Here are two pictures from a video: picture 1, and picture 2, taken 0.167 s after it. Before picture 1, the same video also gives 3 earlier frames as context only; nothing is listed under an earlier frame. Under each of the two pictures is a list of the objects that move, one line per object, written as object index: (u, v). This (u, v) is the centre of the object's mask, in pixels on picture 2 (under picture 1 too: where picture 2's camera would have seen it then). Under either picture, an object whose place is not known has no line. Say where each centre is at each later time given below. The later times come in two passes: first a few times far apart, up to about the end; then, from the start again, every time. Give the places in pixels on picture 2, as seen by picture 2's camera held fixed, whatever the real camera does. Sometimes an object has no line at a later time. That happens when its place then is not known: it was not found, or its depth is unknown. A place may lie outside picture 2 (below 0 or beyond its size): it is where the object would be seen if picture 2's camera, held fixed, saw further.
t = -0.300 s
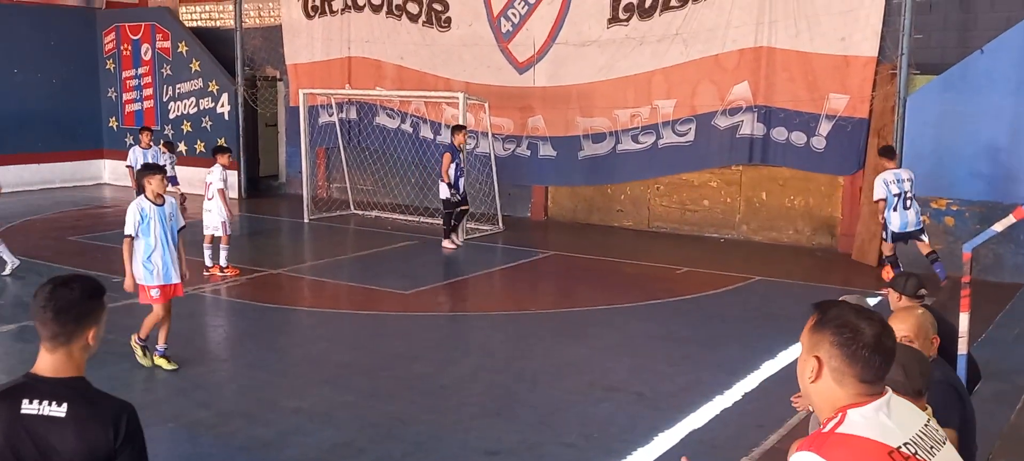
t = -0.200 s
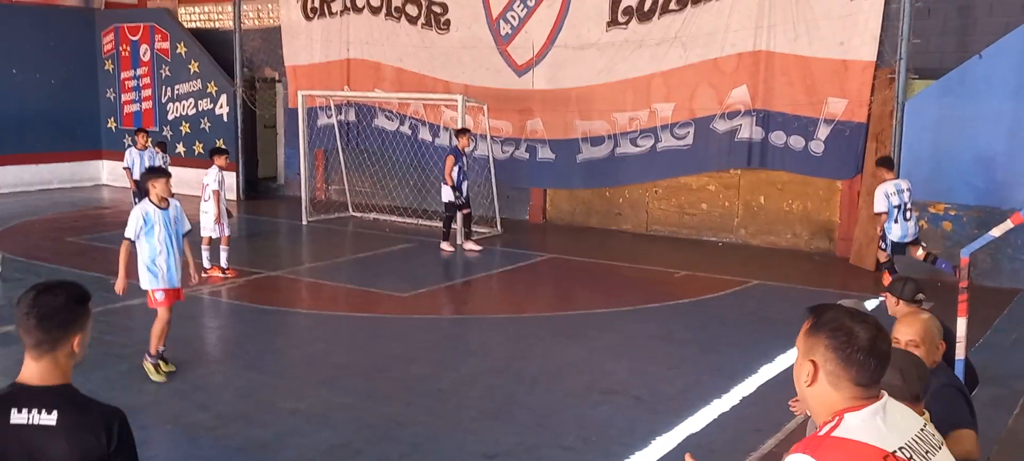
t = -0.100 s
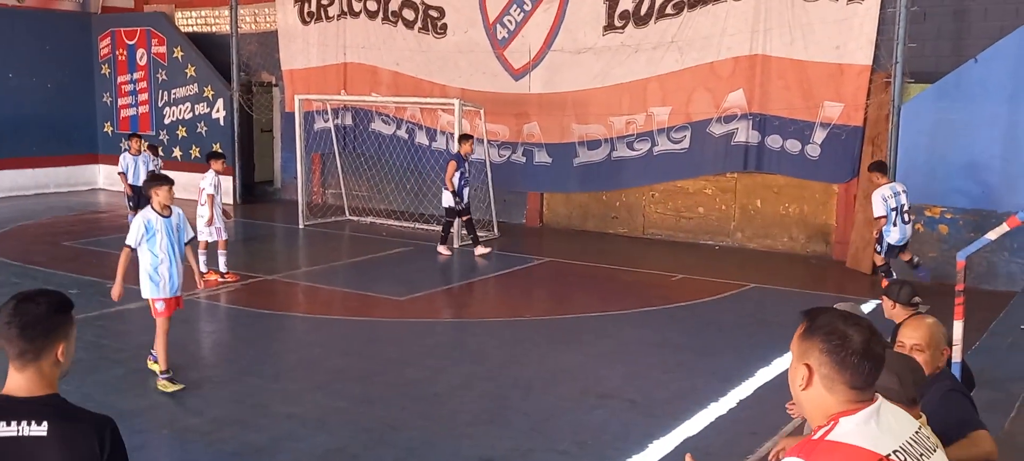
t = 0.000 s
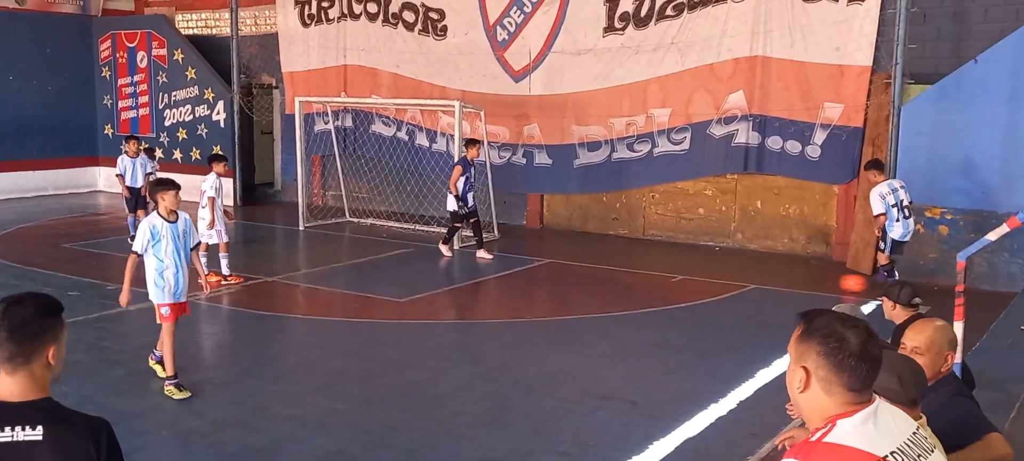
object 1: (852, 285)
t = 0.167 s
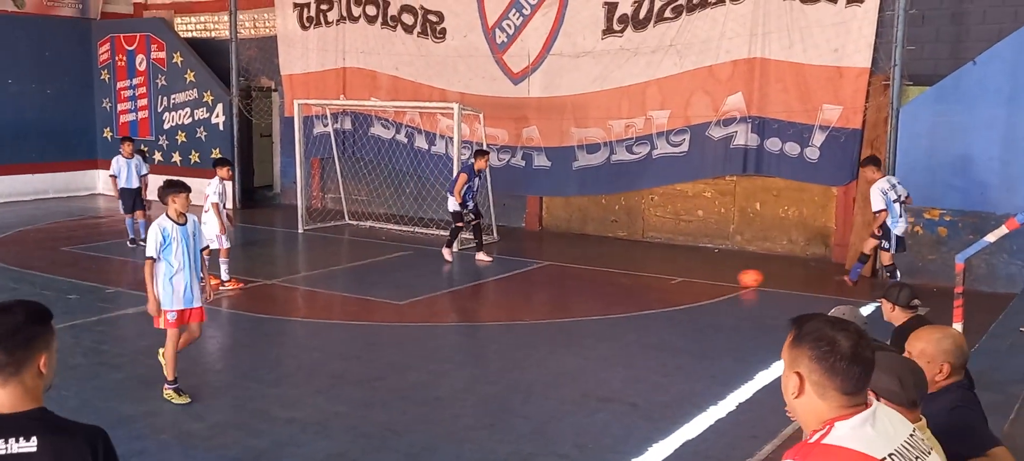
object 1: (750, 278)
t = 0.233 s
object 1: (716, 277)
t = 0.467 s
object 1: (615, 270)
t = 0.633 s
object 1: (551, 266)
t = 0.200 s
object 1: (733, 277)
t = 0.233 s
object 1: (716, 277)
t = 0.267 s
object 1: (699, 275)
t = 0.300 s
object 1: (683, 274)
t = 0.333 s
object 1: (669, 273)
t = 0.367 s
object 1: (656, 273)
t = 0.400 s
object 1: (641, 272)
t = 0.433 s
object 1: (628, 271)
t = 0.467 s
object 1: (615, 270)
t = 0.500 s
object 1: (602, 269)
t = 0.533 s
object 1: (589, 268)
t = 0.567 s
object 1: (576, 268)
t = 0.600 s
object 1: (564, 268)
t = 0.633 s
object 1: (551, 266)
